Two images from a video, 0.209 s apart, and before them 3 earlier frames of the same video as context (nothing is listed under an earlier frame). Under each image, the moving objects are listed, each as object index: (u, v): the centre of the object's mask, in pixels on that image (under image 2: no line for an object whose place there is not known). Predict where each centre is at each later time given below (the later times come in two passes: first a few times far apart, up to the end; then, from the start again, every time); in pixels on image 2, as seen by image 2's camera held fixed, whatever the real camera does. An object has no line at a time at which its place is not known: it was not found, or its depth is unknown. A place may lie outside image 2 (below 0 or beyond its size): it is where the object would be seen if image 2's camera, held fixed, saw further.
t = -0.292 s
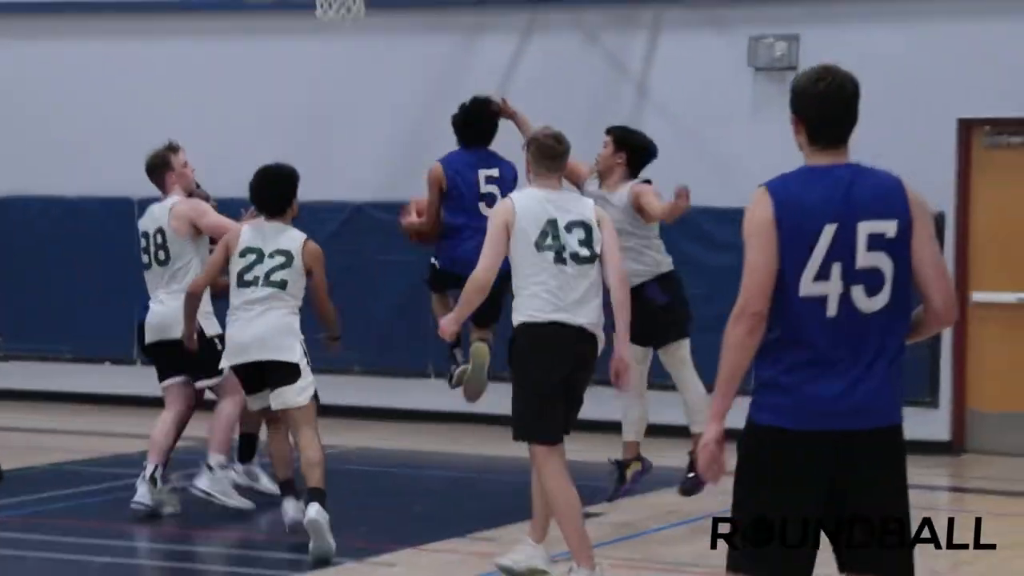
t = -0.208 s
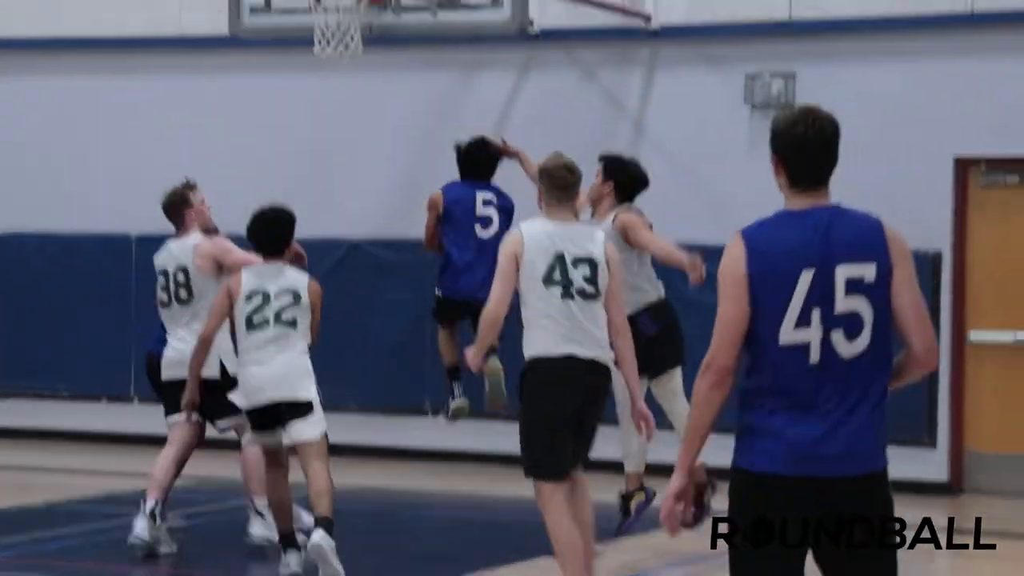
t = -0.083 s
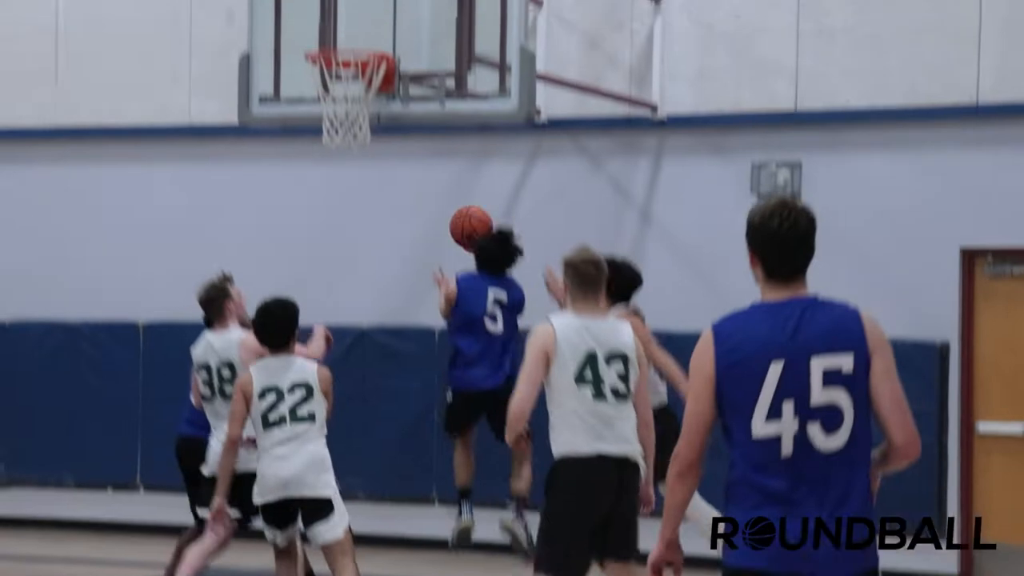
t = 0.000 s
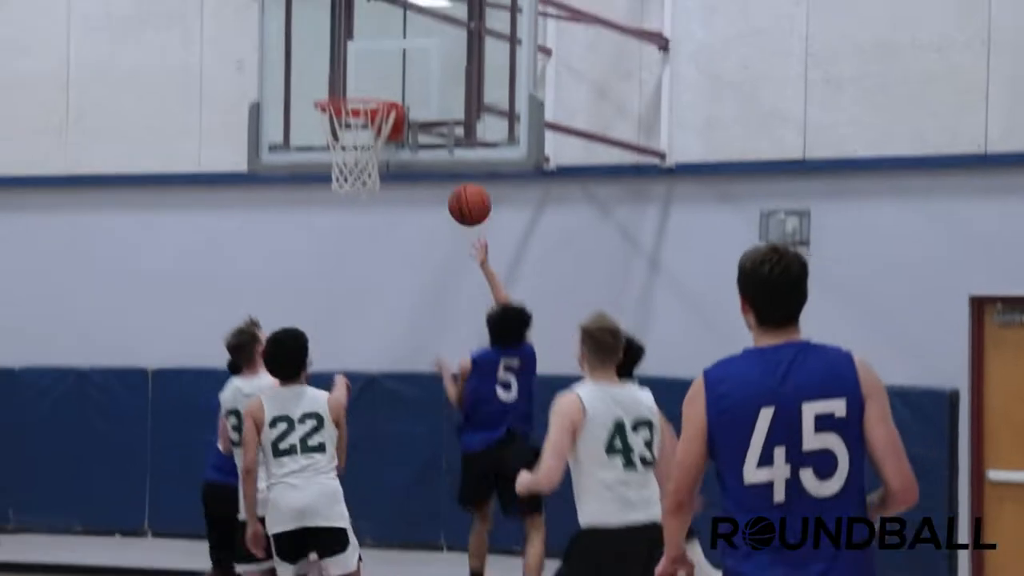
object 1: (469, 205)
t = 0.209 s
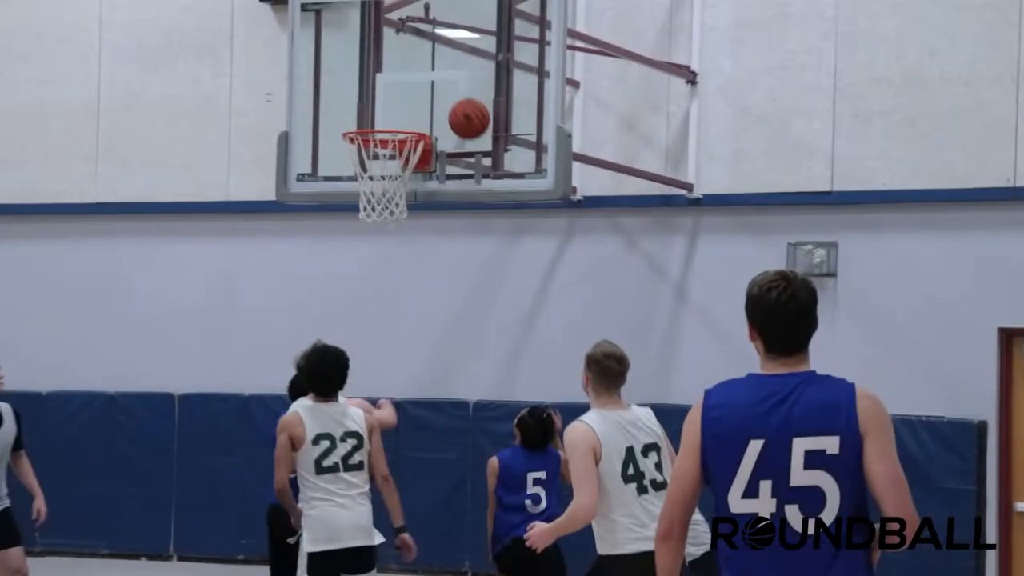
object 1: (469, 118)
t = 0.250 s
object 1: (458, 105)
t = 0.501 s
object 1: (389, 87)
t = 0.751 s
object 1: (377, 110)
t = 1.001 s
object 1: (384, 111)
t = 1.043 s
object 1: (381, 112)
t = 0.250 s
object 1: (458, 105)
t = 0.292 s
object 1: (447, 95)
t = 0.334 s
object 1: (436, 88)
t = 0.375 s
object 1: (424, 83)
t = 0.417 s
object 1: (413, 82)
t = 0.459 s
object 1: (402, 83)
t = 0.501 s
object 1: (389, 87)
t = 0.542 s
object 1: (377, 95)
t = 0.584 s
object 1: (366, 106)
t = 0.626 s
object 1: (356, 114)
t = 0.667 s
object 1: (363, 111)
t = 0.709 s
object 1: (370, 110)
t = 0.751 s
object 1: (377, 110)
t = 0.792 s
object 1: (383, 113)
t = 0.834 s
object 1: (390, 117)
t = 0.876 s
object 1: (392, 116)
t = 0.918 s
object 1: (389, 113)
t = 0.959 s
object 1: (386, 111)
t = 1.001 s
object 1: (384, 111)
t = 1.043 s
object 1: (381, 112)
